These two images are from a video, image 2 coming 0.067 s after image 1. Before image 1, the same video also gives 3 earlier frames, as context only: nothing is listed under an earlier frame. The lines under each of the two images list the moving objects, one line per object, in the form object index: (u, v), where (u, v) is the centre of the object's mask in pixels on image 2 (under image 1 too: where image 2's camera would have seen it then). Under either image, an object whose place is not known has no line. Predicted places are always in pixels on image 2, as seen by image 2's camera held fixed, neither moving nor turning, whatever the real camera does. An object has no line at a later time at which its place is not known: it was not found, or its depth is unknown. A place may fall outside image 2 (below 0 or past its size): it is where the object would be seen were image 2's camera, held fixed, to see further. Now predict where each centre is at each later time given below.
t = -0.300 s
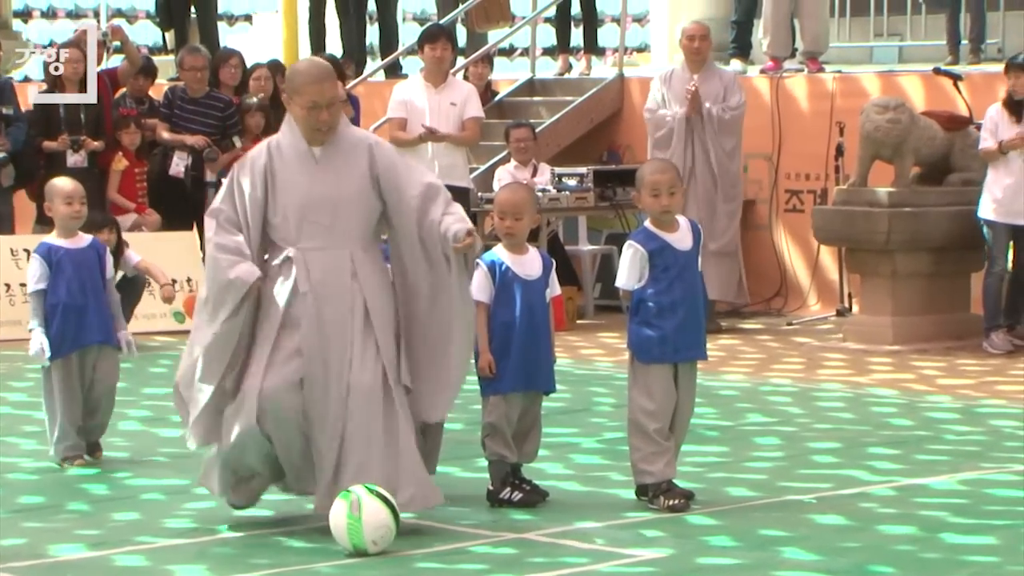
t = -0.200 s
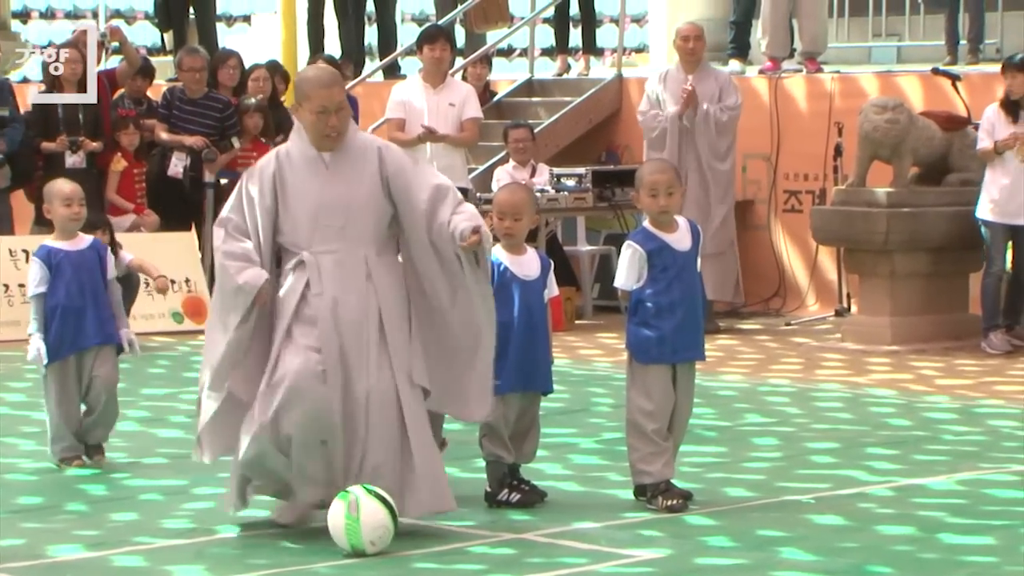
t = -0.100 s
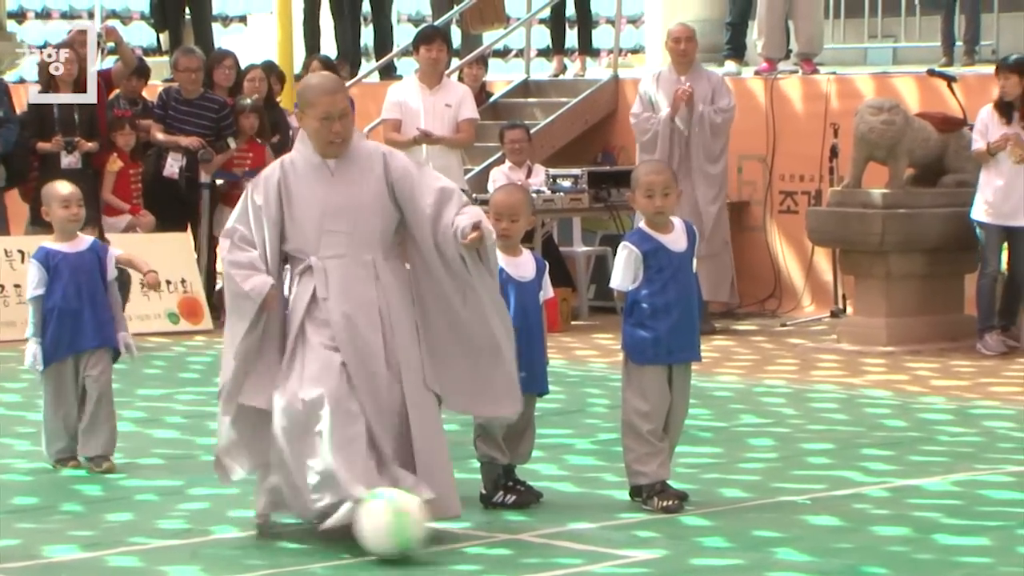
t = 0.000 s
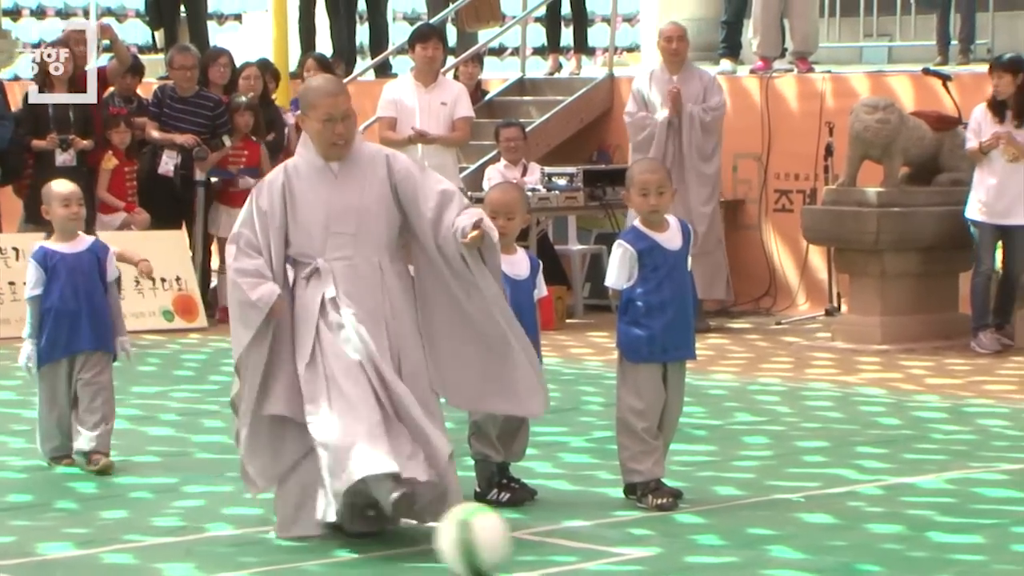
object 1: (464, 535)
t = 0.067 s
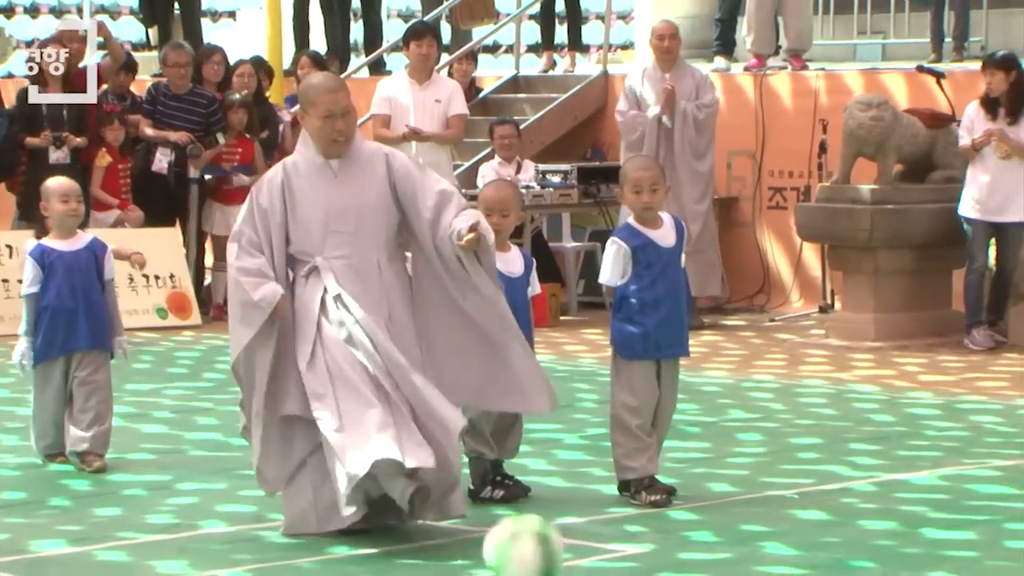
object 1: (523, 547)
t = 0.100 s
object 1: (553, 552)
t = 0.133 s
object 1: (582, 558)
